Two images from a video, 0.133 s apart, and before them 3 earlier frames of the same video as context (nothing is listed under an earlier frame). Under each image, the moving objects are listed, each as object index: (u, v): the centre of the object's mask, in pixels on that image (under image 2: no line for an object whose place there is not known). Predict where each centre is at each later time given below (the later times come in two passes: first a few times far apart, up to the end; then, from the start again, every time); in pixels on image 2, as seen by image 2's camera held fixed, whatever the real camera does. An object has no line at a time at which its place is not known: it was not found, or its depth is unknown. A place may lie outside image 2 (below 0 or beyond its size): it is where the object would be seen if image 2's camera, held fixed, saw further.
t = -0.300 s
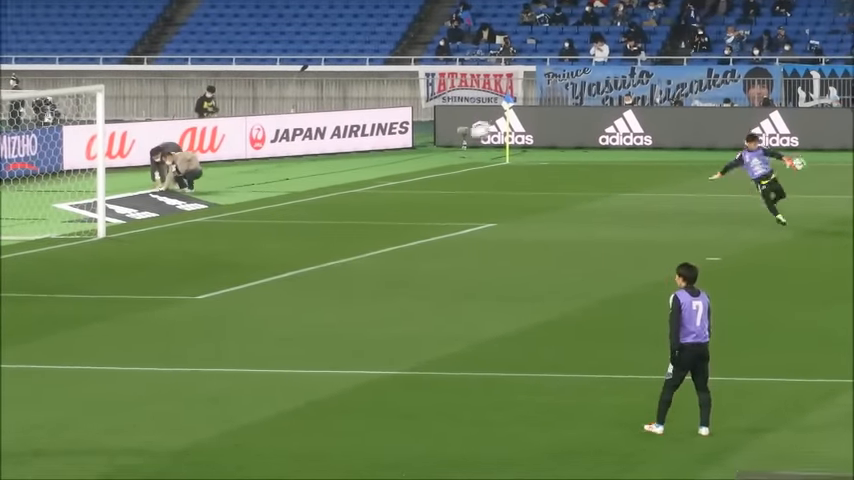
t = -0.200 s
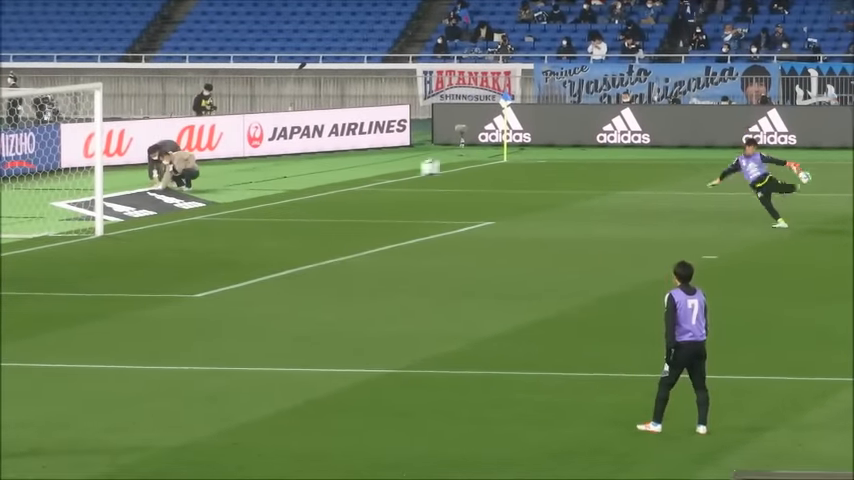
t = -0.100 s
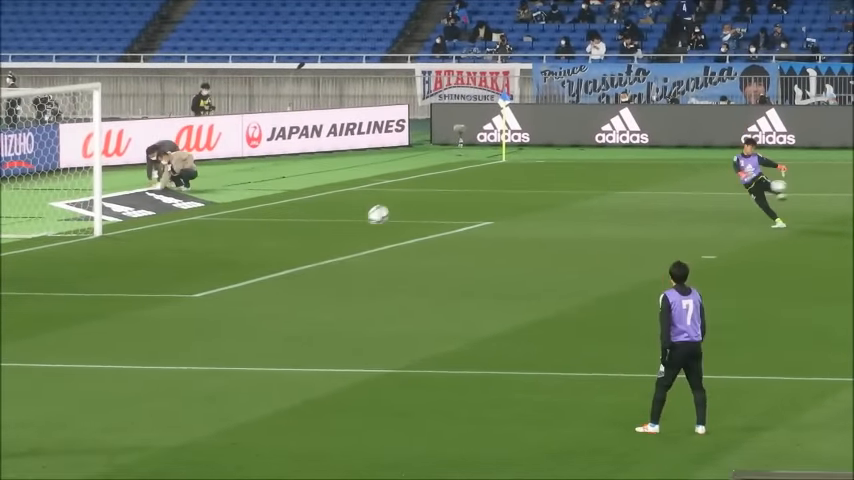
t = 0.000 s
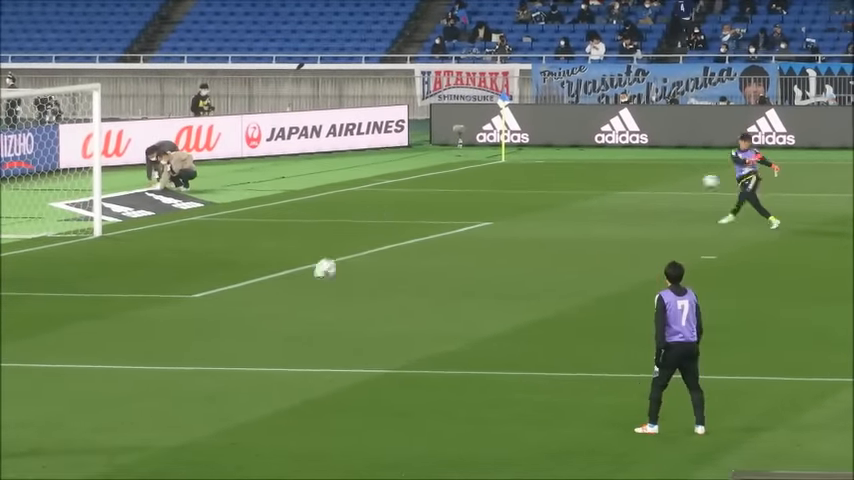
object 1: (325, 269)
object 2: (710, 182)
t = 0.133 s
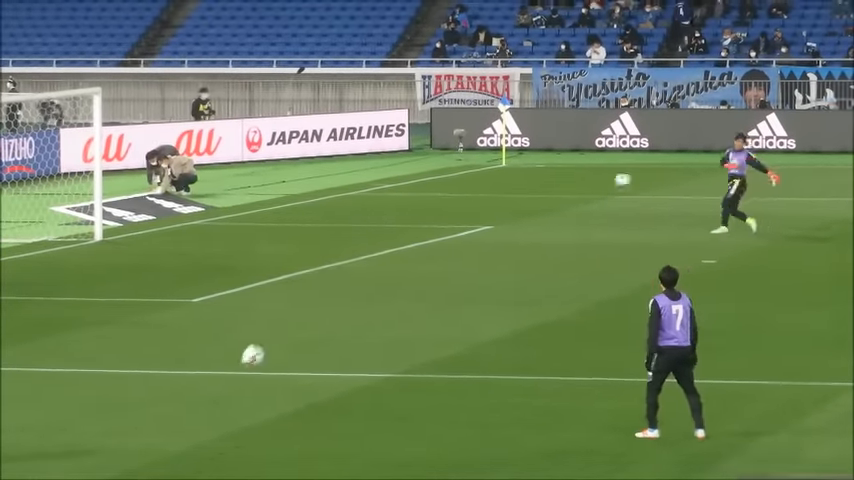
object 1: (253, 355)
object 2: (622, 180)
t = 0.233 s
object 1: (200, 378)
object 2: (560, 178)
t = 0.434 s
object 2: (433, 182)
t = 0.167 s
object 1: (234, 379)
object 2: (602, 179)
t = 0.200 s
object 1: (216, 390)
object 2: (580, 179)
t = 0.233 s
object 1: (200, 378)
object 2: (560, 178)
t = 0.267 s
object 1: (185, 367)
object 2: (538, 179)
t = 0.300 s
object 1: (170, 358)
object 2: (518, 179)
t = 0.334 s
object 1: (155, 349)
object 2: (497, 180)
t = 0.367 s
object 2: (475, 180)
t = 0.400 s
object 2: (454, 181)
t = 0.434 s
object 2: (433, 182)
